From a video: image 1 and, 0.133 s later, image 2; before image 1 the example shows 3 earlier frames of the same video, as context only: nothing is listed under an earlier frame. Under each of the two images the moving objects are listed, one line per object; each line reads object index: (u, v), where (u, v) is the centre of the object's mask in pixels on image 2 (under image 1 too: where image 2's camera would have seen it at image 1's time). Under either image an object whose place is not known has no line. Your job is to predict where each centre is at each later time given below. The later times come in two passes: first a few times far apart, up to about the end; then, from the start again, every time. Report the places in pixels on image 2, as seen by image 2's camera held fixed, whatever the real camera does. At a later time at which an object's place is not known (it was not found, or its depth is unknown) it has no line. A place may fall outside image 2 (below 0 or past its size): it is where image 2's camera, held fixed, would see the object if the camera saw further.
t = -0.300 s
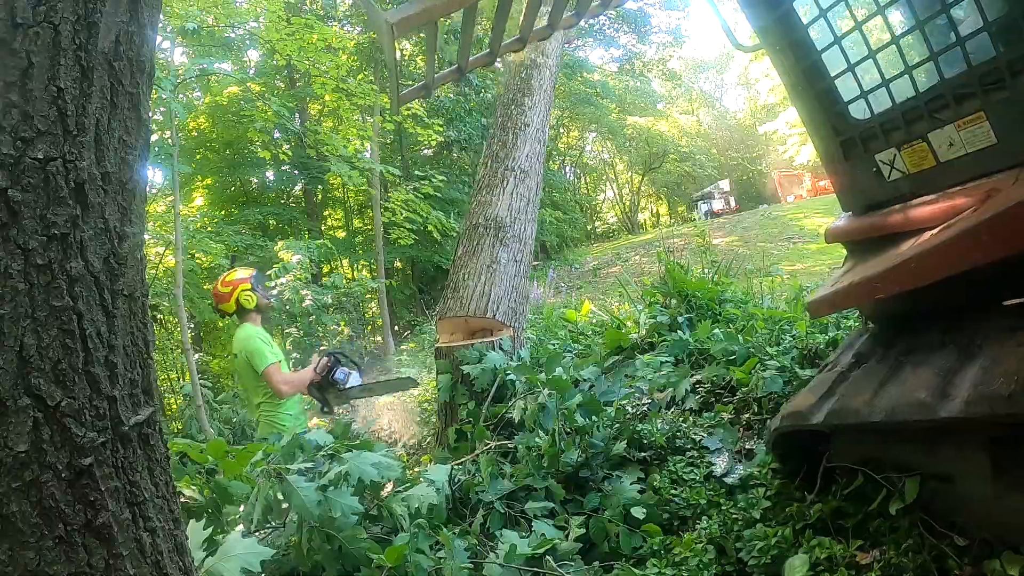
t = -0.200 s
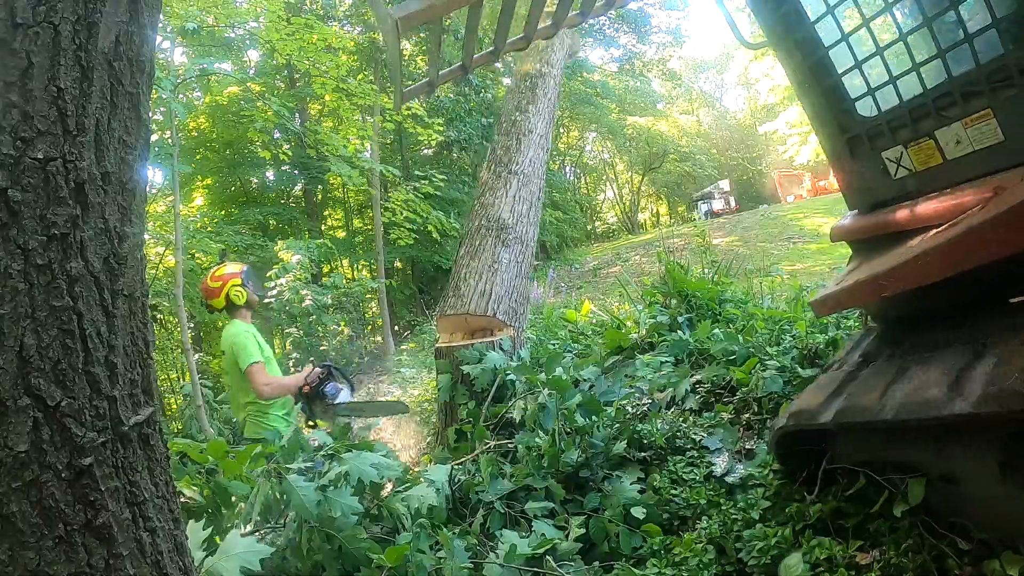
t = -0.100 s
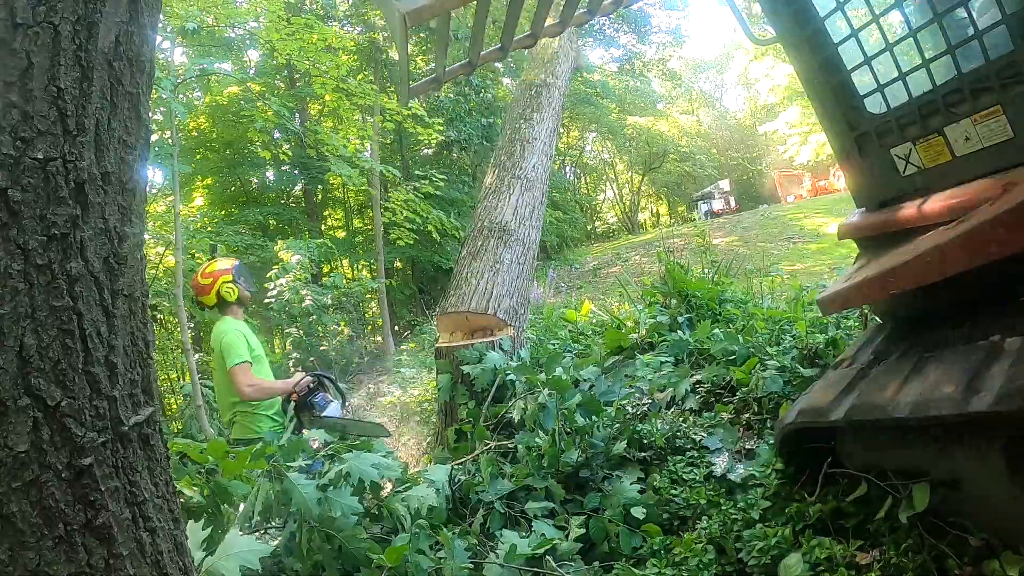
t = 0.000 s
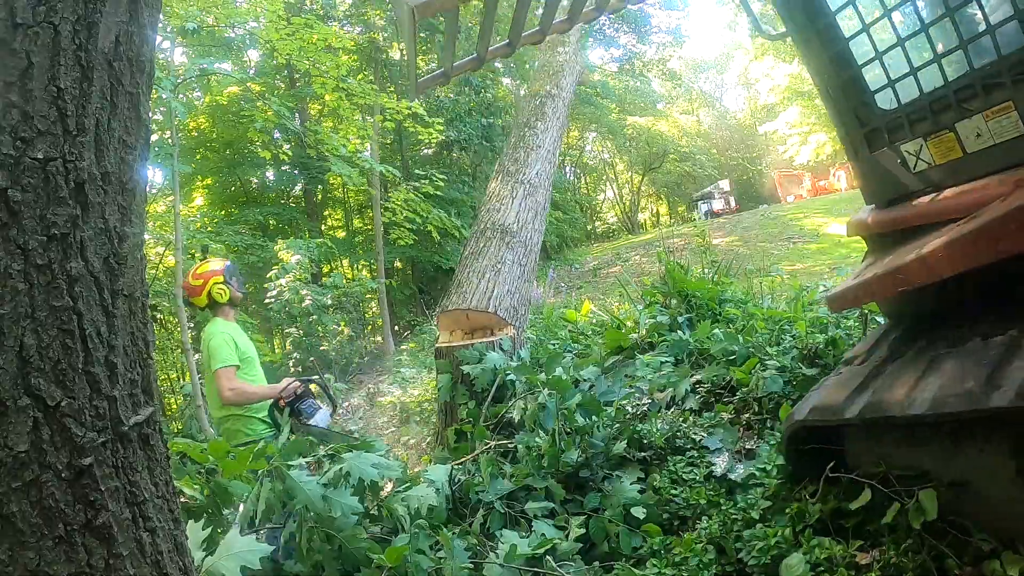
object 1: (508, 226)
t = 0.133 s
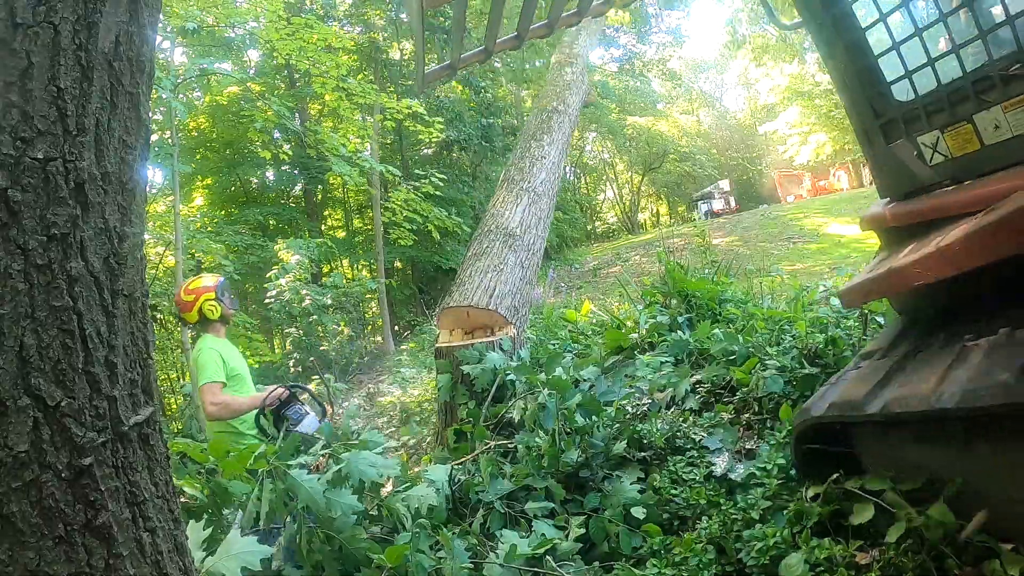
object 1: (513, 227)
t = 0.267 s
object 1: (521, 225)
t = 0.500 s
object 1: (525, 245)
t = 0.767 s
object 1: (533, 274)
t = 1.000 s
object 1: (585, 288)
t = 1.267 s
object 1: (563, 320)
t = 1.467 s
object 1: (578, 315)
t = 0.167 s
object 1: (515, 227)
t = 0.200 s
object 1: (516, 227)
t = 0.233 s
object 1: (518, 227)
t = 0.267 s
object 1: (521, 225)
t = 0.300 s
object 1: (521, 228)
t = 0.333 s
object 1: (522, 230)
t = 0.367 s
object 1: (522, 235)
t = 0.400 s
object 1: (523, 236)
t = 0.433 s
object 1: (522, 242)
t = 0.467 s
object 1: (524, 243)
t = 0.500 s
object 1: (525, 245)
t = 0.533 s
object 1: (526, 249)
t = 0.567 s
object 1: (527, 252)
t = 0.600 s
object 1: (528, 255)
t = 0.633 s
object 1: (527, 260)
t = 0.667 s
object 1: (529, 263)
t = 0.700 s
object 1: (531, 266)
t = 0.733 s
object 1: (532, 271)
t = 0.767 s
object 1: (533, 274)
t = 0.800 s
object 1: (535, 278)
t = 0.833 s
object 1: (536, 284)
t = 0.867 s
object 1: (555, 270)
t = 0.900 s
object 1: (562, 275)
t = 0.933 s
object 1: (570, 279)
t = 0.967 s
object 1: (578, 284)
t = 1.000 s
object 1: (585, 288)
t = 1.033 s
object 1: (592, 293)
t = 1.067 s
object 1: (595, 297)
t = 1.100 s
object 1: (588, 309)
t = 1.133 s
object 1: (568, 324)
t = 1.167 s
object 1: (568, 324)
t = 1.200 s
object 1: (566, 324)
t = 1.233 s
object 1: (564, 321)
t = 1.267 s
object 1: (563, 320)
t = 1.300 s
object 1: (564, 321)
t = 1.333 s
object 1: (567, 321)
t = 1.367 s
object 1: (576, 317)
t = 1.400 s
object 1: (575, 317)
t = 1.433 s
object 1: (573, 318)
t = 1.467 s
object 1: (578, 315)
